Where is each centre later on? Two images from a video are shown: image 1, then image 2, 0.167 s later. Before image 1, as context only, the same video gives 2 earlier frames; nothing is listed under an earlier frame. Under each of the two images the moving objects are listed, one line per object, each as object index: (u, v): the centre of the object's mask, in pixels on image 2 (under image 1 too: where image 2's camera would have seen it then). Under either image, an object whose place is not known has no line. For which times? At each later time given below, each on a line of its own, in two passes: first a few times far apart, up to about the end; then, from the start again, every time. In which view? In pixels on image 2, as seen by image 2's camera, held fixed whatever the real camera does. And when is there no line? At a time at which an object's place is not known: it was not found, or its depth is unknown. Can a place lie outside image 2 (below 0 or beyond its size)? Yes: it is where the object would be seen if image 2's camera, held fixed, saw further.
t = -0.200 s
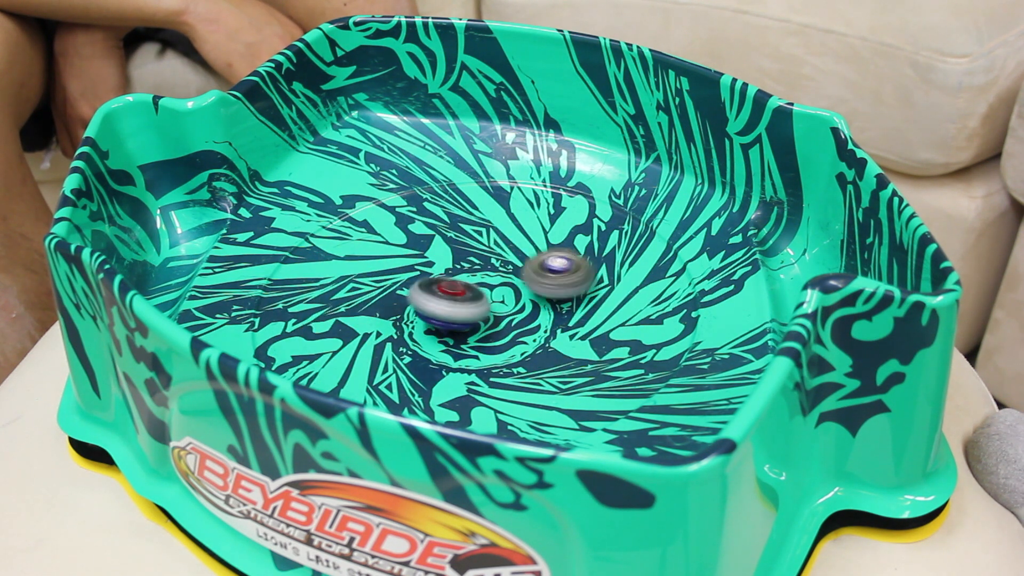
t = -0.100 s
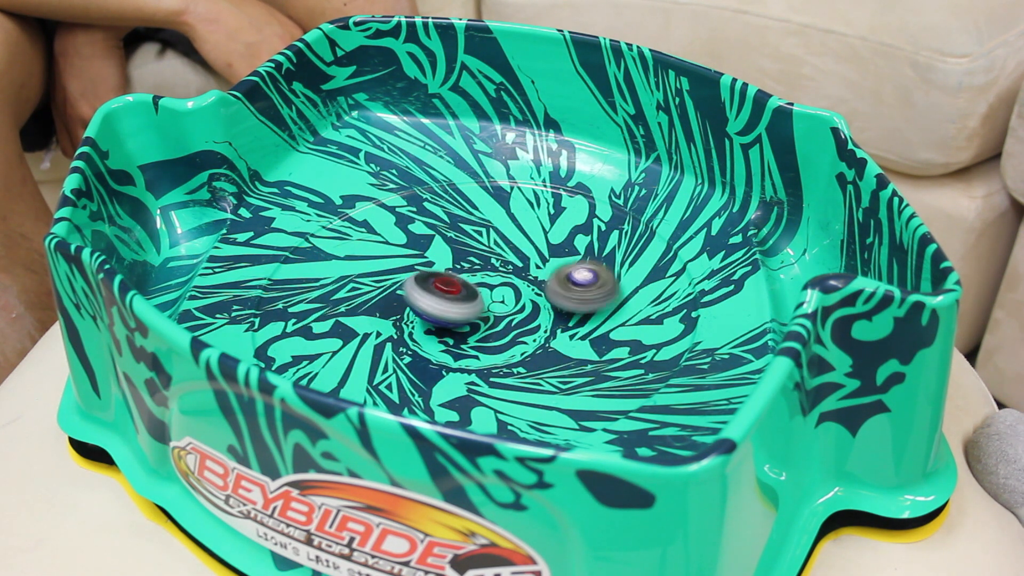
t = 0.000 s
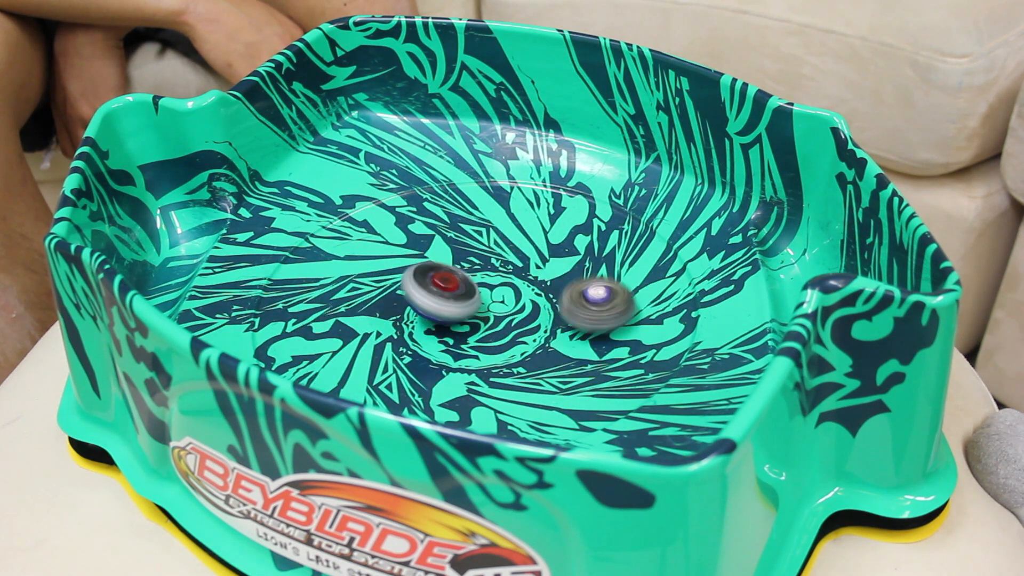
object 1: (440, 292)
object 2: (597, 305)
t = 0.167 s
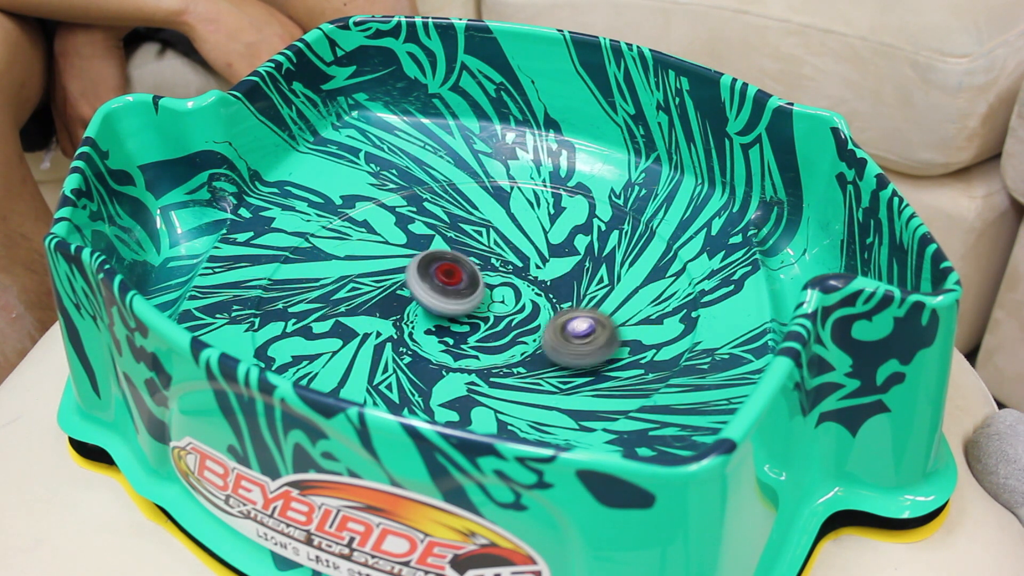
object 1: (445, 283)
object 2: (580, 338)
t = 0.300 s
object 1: (454, 277)
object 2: (535, 351)
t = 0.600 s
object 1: (488, 270)
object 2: (422, 338)
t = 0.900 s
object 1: (508, 282)
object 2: (345, 301)
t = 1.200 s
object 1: (489, 303)
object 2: (397, 258)
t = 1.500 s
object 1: (449, 336)
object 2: (504, 224)
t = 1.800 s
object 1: (442, 327)
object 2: (601, 223)
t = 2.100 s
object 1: (468, 305)
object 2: (611, 289)
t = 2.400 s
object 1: (486, 295)
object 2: (535, 353)
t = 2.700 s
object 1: (494, 304)
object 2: (412, 376)
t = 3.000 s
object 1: (478, 310)
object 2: (333, 332)
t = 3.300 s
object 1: (459, 304)
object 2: (376, 273)
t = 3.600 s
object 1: (463, 291)
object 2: (483, 244)
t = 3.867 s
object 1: (479, 289)
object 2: (569, 257)
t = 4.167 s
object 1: (489, 298)
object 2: (601, 310)
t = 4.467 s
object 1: (464, 295)
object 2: (528, 367)
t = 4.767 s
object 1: (439, 280)
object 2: (418, 379)
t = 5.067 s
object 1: (446, 273)
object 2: (366, 319)
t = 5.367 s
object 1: (472, 279)
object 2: (388, 256)
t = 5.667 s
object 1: (477, 295)
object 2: (468, 231)
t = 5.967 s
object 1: (458, 303)
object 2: (539, 272)
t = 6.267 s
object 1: (447, 294)
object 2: (532, 336)
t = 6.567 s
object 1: (460, 285)
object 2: (448, 369)
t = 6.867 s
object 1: (480, 289)
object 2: (392, 325)
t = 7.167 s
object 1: (491, 305)
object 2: (411, 264)
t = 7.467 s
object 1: (470, 308)
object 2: (481, 237)
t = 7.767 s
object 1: (461, 295)
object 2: (539, 277)
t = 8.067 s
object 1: (427, 290)
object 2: (606, 325)
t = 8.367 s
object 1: (444, 295)
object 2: (524, 371)
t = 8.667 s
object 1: (454, 286)
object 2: (406, 377)
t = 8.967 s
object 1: (460, 269)
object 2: (339, 348)
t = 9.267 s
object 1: (464, 269)
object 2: (341, 287)
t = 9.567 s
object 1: (470, 280)
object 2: (417, 244)
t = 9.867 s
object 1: (477, 303)
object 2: (482, 199)
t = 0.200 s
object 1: (447, 281)
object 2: (571, 343)
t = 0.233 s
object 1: (449, 280)
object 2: (560, 347)
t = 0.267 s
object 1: (451, 278)
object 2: (548, 349)
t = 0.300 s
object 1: (454, 277)
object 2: (535, 351)
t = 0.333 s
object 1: (456, 277)
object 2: (523, 352)
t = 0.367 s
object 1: (459, 276)
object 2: (510, 351)
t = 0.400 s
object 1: (462, 275)
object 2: (497, 349)
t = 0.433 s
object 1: (466, 275)
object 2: (485, 347)
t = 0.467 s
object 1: (469, 275)
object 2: (474, 343)
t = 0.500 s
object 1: (472, 275)
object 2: (464, 340)
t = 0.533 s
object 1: (476, 274)
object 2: (454, 334)
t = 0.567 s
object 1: (482, 273)
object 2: (437, 335)
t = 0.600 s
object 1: (488, 270)
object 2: (422, 338)
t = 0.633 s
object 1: (493, 268)
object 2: (409, 337)
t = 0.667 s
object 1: (497, 268)
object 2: (397, 334)
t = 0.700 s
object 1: (500, 269)
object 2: (386, 331)
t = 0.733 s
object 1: (504, 271)
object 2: (376, 328)
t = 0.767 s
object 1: (506, 273)
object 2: (367, 323)
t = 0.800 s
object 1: (507, 275)
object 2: (360, 318)
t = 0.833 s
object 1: (508, 277)
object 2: (353, 312)
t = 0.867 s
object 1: (508, 280)
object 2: (348, 307)
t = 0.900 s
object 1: (508, 282)
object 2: (345, 301)
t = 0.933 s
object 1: (507, 284)
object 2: (343, 294)
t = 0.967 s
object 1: (507, 286)
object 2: (344, 288)
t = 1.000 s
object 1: (505, 289)
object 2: (346, 281)
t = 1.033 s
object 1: (504, 292)
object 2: (350, 275)
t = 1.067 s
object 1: (501, 294)
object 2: (357, 270)
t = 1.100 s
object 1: (499, 297)
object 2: (365, 265)
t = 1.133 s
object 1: (496, 299)
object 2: (375, 262)
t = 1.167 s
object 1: (493, 301)
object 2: (385, 259)
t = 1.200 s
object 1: (489, 303)
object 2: (397, 258)
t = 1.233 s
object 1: (486, 304)
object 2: (407, 257)
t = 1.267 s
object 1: (482, 305)
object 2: (421, 257)
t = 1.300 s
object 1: (479, 305)
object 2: (432, 258)
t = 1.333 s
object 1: (474, 306)
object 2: (442, 260)
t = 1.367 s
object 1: (470, 307)
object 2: (453, 261)
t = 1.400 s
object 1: (465, 308)
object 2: (465, 262)
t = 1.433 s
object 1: (459, 318)
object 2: (479, 248)
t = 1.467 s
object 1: (454, 329)
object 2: (491, 234)
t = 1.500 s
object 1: (449, 336)
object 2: (504, 224)
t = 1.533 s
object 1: (445, 340)
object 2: (516, 217)
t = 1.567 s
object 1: (443, 341)
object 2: (526, 215)
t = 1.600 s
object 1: (442, 341)
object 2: (537, 213)
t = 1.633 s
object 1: (441, 340)
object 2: (549, 213)
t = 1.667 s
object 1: (441, 338)
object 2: (562, 213)
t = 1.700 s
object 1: (440, 335)
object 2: (572, 214)
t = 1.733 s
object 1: (441, 333)
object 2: (584, 217)
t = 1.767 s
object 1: (441, 330)
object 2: (592, 219)
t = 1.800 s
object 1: (442, 327)
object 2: (601, 223)
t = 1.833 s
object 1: (444, 324)
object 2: (609, 227)
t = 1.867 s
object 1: (446, 321)
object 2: (615, 233)
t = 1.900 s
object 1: (449, 318)
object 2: (619, 240)
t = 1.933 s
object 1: (451, 315)
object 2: (623, 247)
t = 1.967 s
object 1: (454, 313)
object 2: (624, 255)
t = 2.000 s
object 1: (457, 311)
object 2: (624, 264)
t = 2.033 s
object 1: (461, 309)
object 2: (622, 272)
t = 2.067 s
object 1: (464, 307)
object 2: (617, 281)
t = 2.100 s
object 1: (468, 305)
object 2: (611, 289)
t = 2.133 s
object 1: (471, 304)
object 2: (604, 298)
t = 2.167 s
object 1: (475, 303)
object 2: (595, 306)
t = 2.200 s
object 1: (479, 302)
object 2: (587, 312)
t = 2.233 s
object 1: (482, 301)
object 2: (577, 320)
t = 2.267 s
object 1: (486, 300)
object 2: (565, 327)
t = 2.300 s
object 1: (486, 299)
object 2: (559, 335)
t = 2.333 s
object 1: (484, 297)
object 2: (555, 342)
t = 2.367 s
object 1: (485, 295)
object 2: (546, 348)
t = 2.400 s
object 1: (486, 295)
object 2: (535, 353)
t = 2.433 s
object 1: (488, 295)
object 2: (523, 358)
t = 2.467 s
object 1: (490, 296)
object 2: (511, 363)
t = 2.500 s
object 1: (492, 297)
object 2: (496, 367)
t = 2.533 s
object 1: (493, 298)
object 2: (482, 371)
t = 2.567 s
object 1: (494, 299)
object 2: (468, 374)
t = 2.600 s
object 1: (495, 300)
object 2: (454, 376)
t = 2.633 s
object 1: (495, 302)
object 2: (441, 376)
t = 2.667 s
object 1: (495, 303)
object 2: (428, 377)
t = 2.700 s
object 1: (494, 304)
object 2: (412, 376)
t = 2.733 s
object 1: (493, 306)
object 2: (401, 374)
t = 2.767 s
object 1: (492, 307)
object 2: (389, 372)
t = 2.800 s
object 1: (491, 308)
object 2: (377, 368)
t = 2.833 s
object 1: (490, 309)
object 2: (366, 364)
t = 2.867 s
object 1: (487, 309)
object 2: (357, 359)
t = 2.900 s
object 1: (485, 311)
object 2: (348, 354)
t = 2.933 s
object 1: (483, 310)
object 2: (342, 347)
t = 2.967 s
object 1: (481, 310)
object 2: (336, 340)
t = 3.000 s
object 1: (478, 310)
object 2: (333, 332)
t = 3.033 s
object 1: (475, 310)
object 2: (332, 326)
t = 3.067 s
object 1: (473, 310)
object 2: (332, 318)
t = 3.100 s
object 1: (471, 309)
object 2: (334, 311)
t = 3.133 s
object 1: (468, 308)
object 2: (338, 304)
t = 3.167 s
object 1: (466, 309)
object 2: (343, 297)
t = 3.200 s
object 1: (464, 308)
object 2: (349, 290)
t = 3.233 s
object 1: (463, 307)
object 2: (357, 284)
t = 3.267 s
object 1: (461, 305)
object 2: (366, 278)
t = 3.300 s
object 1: (459, 304)
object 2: (376, 273)
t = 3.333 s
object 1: (459, 302)
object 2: (387, 269)
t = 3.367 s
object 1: (458, 300)
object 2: (398, 264)
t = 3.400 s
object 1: (458, 299)
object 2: (407, 260)
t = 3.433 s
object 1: (458, 297)
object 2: (418, 256)
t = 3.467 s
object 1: (459, 295)
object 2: (430, 252)
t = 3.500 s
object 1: (460, 293)
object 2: (442, 249)
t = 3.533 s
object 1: (461, 291)
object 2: (455, 247)
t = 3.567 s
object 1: (462, 290)
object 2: (470, 245)
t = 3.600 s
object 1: (463, 291)
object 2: (483, 244)
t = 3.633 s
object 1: (464, 291)
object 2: (494, 245)
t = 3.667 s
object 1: (466, 290)
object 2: (506, 246)
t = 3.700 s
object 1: (467, 289)
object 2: (517, 247)
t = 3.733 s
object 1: (470, 289)
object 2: (528, 248)
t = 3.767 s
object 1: (472, 289)
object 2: (539, 249)
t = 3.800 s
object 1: (475, 289)
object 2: (550, 252)
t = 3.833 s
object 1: (476, 289)
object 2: (560, 254)
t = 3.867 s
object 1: (479, 289)
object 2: (569, 257)
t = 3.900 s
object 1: (481, 290)
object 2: (578, 261)
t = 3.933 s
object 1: (483, 291)
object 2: (585, 265)
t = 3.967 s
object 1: (484, 291)
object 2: (592, 270)
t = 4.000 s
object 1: (486, 292)
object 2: (598, 276)
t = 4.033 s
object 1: (487, 293)
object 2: (602, 282)
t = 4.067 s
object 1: (488, 294)
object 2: (604, 288)
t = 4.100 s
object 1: (489, 295)
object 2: (605, 296)
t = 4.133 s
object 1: (489, 296)
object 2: (604, 302)
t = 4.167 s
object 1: (489, 298)
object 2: (601, 310)
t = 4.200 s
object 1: (489, 299)
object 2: (596, 317)
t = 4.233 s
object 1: (488, 300)
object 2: (589, 323)
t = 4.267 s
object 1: (488, 301)
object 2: (580, 330)
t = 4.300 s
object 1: (487, 302)
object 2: (571, 336)
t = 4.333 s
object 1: (486, 303)
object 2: (559, 340)
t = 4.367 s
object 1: (484, 304)
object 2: (546, 344)
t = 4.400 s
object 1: (482, 305)
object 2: (535, 347)
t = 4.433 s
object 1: (476, 301)
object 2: (532, 357)
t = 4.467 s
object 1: (464, 295)
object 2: (528, 367)
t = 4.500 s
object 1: (456, 291)
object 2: (521, 374)
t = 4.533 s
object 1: (451, 288)
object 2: (510, 378)
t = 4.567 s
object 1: (448, 286)
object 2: (497, 381)
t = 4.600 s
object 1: (445, 285)
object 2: (483, 383)
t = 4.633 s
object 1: (443, 284)
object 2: (470, 384)
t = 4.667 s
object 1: (442, 283)
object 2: (456, 384)
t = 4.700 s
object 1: (441, 282)
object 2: (443, 383)
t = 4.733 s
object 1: (440, 281)
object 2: (432, 382)
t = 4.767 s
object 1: (439, 280)
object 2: (418, 379)
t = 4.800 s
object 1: (439, 279)
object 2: (407, 374)
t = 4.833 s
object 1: (439, 278)
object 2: (399, 370)
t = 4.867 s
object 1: (439, 278)
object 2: (390, 364)
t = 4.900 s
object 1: (439, 277)
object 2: (382, 357)
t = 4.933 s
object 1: (440, 276)
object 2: (376, 350)
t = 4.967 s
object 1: (441, 275)
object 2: (371, 342)
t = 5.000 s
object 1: (443, 274)
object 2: (367, 334)
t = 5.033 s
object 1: (445, 273)
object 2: (366, 327)
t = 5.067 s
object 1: (446, 273)
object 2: (366, 319)
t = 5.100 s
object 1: (448, 273)
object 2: (366, 312)
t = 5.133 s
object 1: (451, 273)
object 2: (368, 305)
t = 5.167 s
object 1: (453, 273)
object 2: (371, 297)
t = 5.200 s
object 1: (455, 274)
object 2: (375, 290)
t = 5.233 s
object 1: (459, 274)
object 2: (377, 283)
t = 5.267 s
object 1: (465, 275)
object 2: (377, 276)
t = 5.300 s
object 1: (468, 276)
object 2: (379, 269)
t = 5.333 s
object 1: (471, 278)
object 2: (383, 263)
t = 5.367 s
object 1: (472, 279)
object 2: (388, 256)
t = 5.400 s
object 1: (474, 281)
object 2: (394, 250)
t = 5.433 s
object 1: (476, 282)
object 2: (401, 246)
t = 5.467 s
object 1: (477, 284)
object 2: (409, 241)
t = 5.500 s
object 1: (477, 286)
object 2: (418, 236)
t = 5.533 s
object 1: (478, 287)
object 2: (427, 233)
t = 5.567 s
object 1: (479, 290)
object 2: (436, 231)
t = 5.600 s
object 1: (478, 291)
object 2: (446, 230)
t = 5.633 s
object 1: (477, 293)
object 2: (457, 230)
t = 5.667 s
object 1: (477, 295)
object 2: (468, 231)
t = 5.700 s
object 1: (476, 297)
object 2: (478, 232)
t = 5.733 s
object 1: (474, 298)
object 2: (488, 235)
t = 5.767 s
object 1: (472, 300)
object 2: (498, 239)
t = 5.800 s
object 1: (470, 301)
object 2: (506, 243)
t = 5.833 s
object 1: (468, 302)
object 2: (515, 248)
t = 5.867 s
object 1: (465, 303)
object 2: (522, 253)
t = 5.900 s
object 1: (463, 303)
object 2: (529, 259)
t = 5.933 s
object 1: (460, 304)
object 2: (535, 265)
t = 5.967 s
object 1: (458, 303)
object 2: (539, 272)
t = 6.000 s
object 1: (456, 303)
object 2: (542, 279)
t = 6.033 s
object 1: (454, 302)
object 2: (545, 286)
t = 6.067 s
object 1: (452, 301)
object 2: (546, 294)
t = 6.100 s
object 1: (450, 301)
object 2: (546, 301)
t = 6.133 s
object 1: (449, 300)
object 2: (546, 308)
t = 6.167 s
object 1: (447, 298)
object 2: (543, 315)
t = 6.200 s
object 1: (447, 297)
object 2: (540, 323)
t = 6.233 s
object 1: (447, 295)
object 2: (536, 330)
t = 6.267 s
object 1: (447, 294)
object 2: (532, 336)
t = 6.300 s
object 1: (447, 292)
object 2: (525, 343)
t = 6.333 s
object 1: (448, 291)
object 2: (518, 349)
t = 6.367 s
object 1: (449, 290)
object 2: (510, 355)
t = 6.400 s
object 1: (450, 288)
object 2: (502, 358)
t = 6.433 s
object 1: (452, 287)
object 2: (491, 362)
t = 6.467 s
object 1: (454, 286)
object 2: (480, 365)
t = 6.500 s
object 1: (455, 285)
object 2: (470, 367)
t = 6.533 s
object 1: (458, 285)
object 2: (459, 369)
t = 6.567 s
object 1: (460, 285)
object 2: (448, 369)
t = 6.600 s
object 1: (463, 284)
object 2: (437, 367)
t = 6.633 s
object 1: (465, 284)
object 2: (427, 364)
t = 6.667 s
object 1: (468, 284)
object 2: (418, 361)
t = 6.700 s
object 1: (470, 285)
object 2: (410, 357)
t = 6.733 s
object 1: (472, 285)
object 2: (404, 352)
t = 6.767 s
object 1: (475, 286)
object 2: (398, 345)
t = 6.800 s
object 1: (477, 287)
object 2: (394, 339)
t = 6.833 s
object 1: (479, 288)
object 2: (392, 332)
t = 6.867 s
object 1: (480, 289)
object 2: (392, 325)
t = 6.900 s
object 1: (481, 291)
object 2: (392, 319)
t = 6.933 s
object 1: (482, 292)
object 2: (395, 312)
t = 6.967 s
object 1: (483, 294)
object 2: (399, 305)
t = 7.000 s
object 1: (482, 295)
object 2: (403, 299)
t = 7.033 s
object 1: (483, 297)
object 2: (405, 293)
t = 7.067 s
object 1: (489, 300)
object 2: (402, 284)
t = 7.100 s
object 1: (492, 302)
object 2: (402, 277)
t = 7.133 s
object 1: (492, 303)
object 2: (406, 271)
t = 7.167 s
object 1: (491, 305)
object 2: (411, 264)
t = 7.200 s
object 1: (489, 307)
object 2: (417, 259)
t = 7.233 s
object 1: (487, 308)
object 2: (423, 254)
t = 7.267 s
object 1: (486, 308)
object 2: (430, 248)
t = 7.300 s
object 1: (483, 309)
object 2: (437, 245)
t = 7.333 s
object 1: (481, 309)
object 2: (445, 241)
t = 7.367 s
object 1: (478, 310)
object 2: (453, 239)
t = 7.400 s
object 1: (475, 310)
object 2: (463, 237)
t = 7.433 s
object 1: (473, 309)
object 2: (472, 236)
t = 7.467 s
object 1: (470, 308)
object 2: (481, 237)
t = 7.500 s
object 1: (468, 308)
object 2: (490, 238)
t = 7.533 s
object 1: (466, 307)
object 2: (500, 240)
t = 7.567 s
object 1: (464, 306)
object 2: (507, 243)
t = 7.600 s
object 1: (463, 304)
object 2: (516, 248)
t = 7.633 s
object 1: (462, 303)
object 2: (522, 252)
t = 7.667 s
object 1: (461, 301)
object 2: (528, 258)
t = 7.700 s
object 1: (460, 299)
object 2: (533, 264)
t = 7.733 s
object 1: (460, 297)
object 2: (537, 269)
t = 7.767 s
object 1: (461, 295)
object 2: (539, 277)
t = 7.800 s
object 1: (462, 294)
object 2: (540, 283)
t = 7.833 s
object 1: (451, 293)
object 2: (555, 286)
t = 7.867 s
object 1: (438, 293)
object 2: (576, 292)
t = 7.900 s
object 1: (429, 293)
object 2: (591, 295)
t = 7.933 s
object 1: (424, 292)
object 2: (602, 300)
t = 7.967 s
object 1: (422, 292)
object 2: (608, 306)
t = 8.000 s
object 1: (423, 291)
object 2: (610, 312)
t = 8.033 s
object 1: (425, 290)
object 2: (608, 319)
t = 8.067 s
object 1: (427, 290)
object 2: (606, 325)
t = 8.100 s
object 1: (429, 290)
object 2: (602, 333)
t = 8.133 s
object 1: (430, 290)
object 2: (596, 340)
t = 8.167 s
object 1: (433, 290)
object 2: (588, 346)
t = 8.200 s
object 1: (435, 291)
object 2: (581, 353)
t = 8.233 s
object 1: (437, 291)
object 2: (571, 358)
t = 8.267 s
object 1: (439, 292)
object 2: (562, 362)
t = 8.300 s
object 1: (441, 293)
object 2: (549, 367)
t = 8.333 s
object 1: (442, 294)
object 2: (537, 369)
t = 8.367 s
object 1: (444, 295)
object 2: (524, 371)
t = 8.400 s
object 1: (445, 296)
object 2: (511, 372)
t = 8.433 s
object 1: (446, 297)
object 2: (498, 372)
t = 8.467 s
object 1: (447, 298)
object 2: (485, 372)
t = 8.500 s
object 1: (448, 300)
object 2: (472, 370)
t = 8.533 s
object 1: (448, 301)
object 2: (459, 368)
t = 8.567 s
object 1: (448, 301)
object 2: (448, 365)
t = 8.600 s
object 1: (449, 300)
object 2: (435, 363)
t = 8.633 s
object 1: (451, 294)
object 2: (420, 371)
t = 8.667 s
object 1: (454, 286)
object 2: (406, 377)
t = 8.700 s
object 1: (457, 280)
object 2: (398, 379)
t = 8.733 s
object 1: (460, 276)
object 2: (391, 378)
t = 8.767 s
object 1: (462, 273)
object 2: (384, 377)
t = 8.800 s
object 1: (463, 271)
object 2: (377, 374)
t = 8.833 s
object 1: (463, 271)
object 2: (368, 370)
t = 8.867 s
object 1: (462, 271)
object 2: (360, 365)
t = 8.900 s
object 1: (461, 271)
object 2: (353, 360)
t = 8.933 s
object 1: (461, 270)
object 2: (346, 354)
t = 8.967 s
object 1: (460, 269)
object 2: (339, 348)
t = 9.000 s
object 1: (460, 269)
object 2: (333, 342)
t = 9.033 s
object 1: (460, 268)
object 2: (329, 335)
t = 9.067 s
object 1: (460, 268)
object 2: (327, 328)
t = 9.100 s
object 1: (461, 268)
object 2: (326, 322)
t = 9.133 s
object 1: (461, 268)
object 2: (326, 314)
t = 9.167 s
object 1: (462, 268)
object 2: (328, 308)
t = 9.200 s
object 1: (463, 268)
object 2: (331, 300)
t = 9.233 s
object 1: (463, 268)
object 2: (336, 293)
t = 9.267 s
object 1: (464, 269)
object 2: (341, 287)
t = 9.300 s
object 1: (464, 269)
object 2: (347, 281)
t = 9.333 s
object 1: (465, 270)
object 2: (354, 275)
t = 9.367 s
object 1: (466, 271)
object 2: (363, 270)
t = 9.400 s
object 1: (466, 272)
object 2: (371, 266)
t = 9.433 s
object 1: (467, 272)
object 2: (381, 261)
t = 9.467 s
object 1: (467, 273)
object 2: (392, 257)
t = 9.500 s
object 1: (467, 274)
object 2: (401, 254)
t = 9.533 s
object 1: (467, 275)
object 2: (411, 250)
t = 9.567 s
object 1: (470, 280)
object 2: (417, 244)
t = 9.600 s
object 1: (475, 286)
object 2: (419, 231)
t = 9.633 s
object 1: (480, 293)
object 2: (423, 223)
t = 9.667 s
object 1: (481, 296)
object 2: (429, 217)
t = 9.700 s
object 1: (481, 299)
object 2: (436, 212)
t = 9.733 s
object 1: (480, 301)
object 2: (445, 208)
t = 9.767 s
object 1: (479, 301)
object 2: (453, 205)
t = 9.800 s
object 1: (479, 302)
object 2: (463, 202)
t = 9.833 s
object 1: (478, 303)
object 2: (474, 200)
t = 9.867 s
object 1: (477, 303)
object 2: (482, 199)
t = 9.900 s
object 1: (475, 304)
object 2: (492, 198)
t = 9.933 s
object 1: (473, 304)
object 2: (501, 199)
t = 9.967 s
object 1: (472, 304)
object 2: (512, 201)
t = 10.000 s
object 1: (470, 304)
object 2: (520, 203)
